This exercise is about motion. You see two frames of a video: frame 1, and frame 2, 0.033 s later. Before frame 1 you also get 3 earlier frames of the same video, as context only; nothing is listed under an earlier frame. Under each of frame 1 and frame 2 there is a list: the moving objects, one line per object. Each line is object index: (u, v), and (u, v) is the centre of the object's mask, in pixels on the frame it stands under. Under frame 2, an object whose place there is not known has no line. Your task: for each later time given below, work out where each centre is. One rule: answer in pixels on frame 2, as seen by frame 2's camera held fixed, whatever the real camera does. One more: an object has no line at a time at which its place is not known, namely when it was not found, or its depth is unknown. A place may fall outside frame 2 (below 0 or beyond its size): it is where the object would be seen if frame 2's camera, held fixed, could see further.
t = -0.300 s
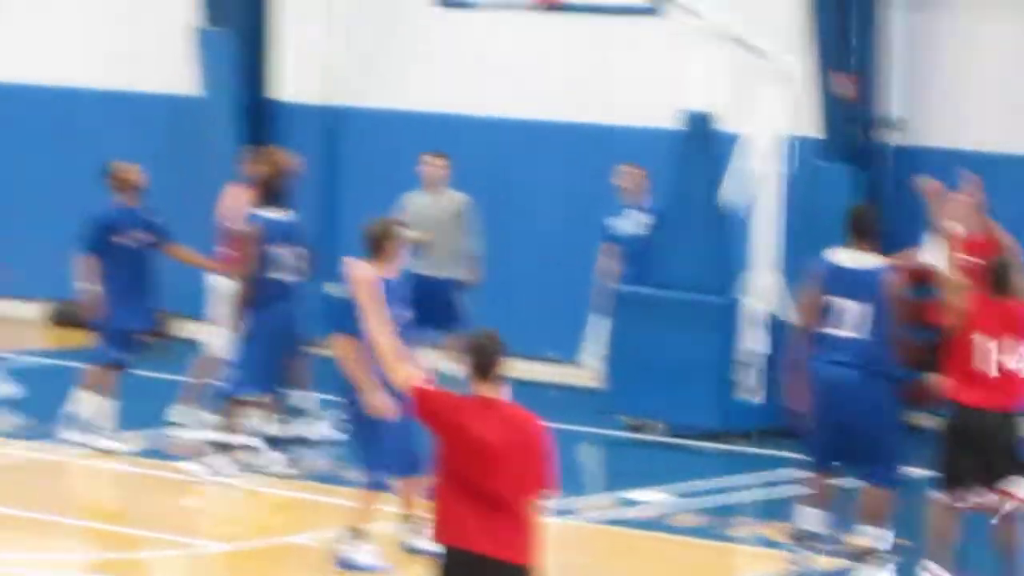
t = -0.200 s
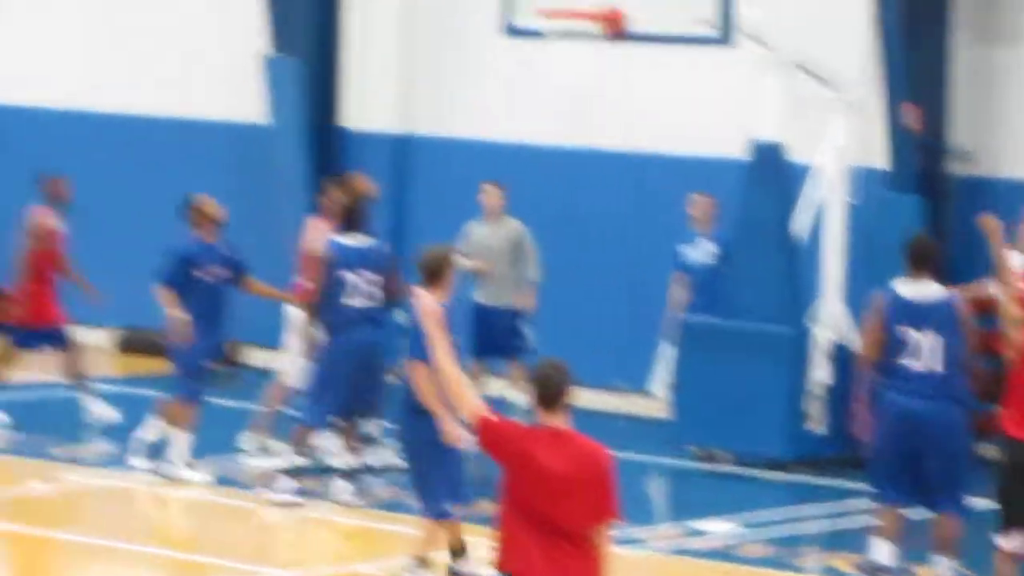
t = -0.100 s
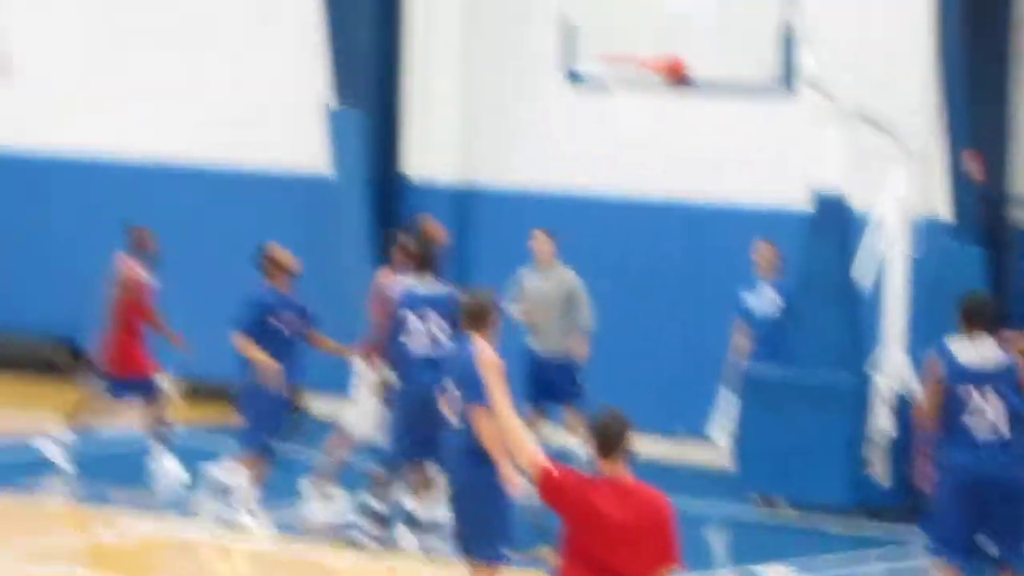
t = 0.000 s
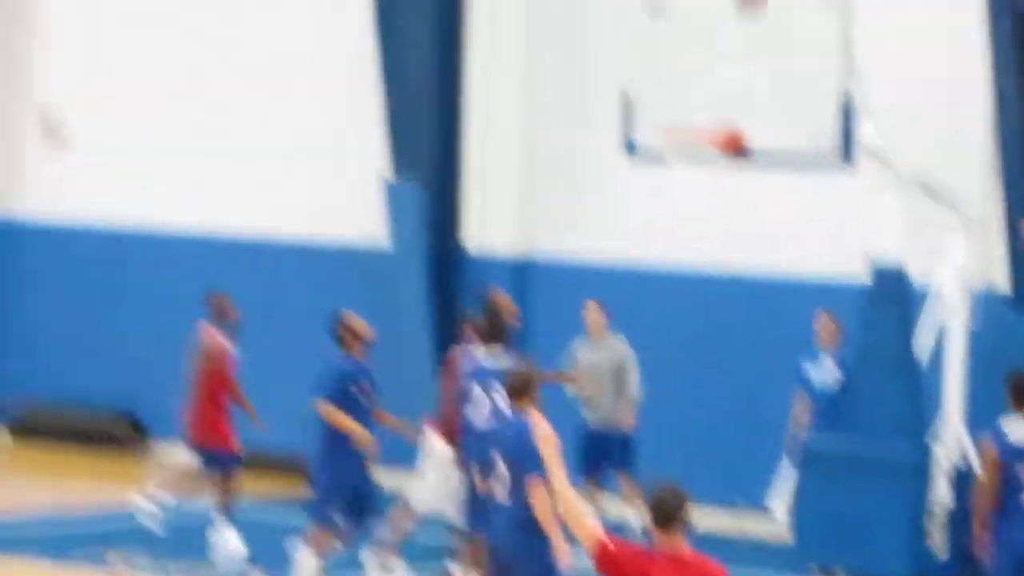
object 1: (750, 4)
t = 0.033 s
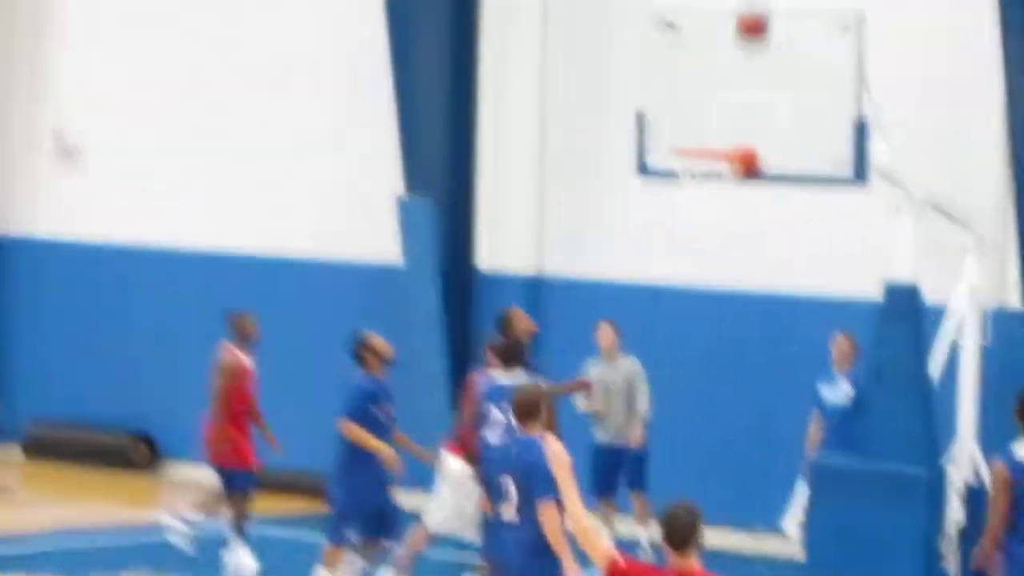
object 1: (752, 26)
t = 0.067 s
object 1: (742, 48)
